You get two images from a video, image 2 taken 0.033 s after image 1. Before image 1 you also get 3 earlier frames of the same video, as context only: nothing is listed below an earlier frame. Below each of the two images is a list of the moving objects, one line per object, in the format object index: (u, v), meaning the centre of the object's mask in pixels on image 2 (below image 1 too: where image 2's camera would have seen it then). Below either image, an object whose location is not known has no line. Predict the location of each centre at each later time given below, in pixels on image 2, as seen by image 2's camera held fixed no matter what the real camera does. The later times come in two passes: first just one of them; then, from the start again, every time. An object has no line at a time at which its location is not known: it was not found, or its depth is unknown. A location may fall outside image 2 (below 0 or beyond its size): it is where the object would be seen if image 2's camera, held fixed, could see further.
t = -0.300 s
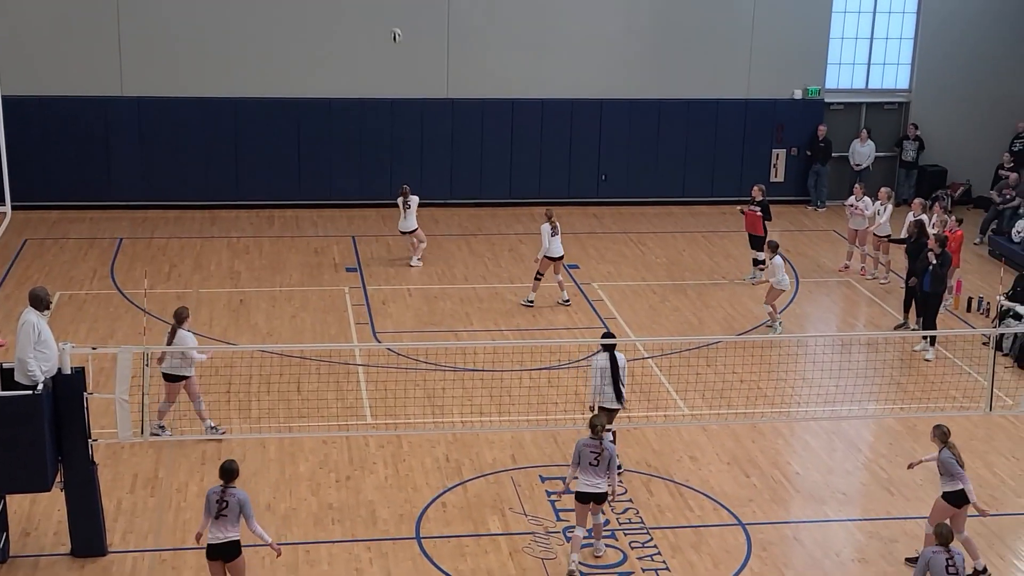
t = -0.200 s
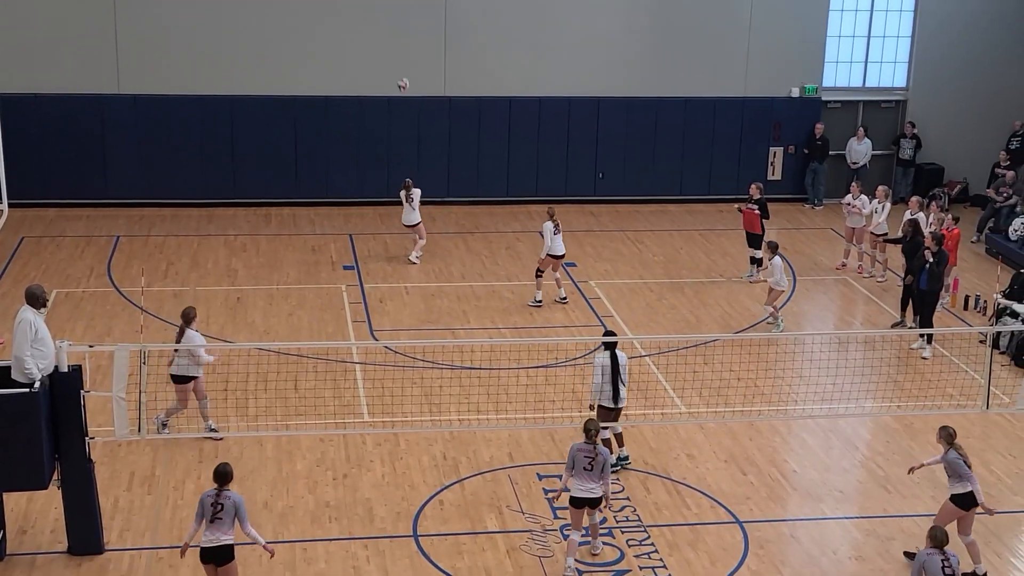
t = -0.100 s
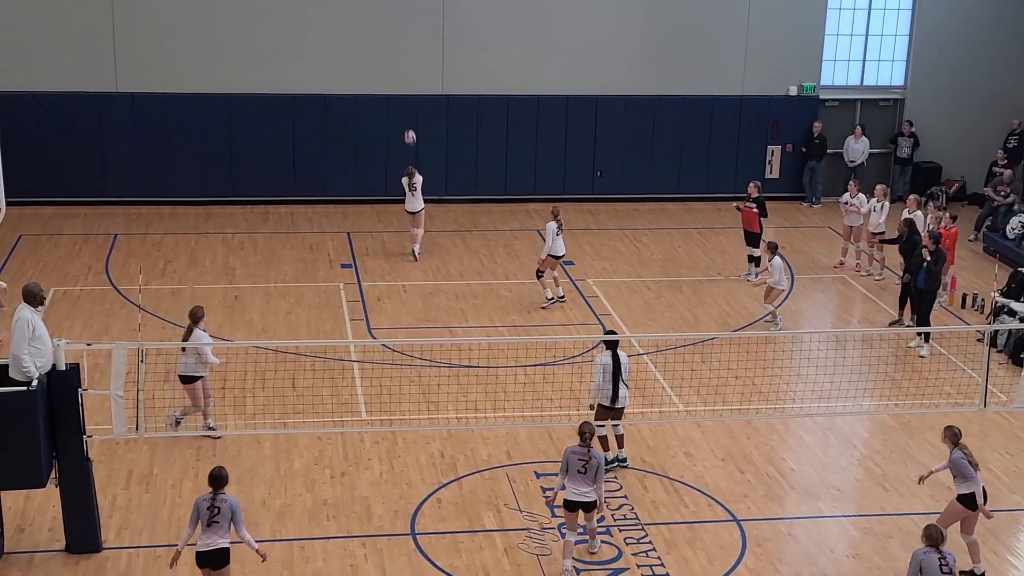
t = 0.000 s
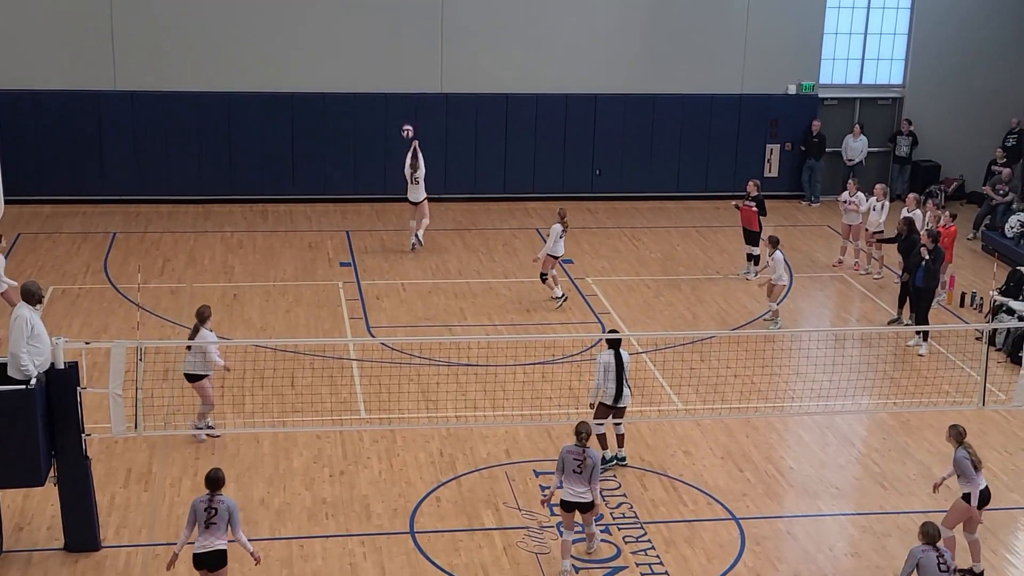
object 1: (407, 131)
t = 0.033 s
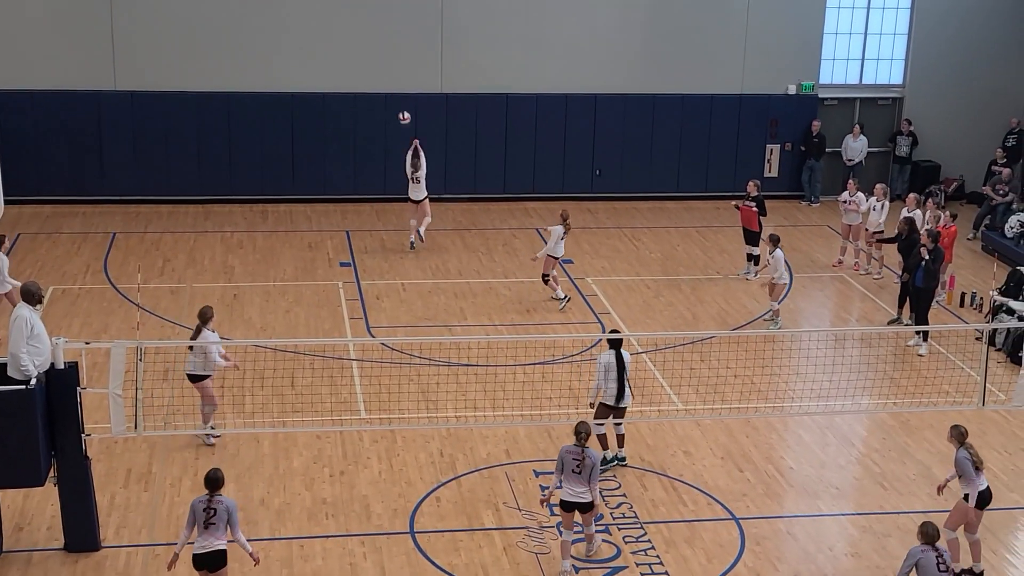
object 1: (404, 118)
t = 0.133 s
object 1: (396, 83)
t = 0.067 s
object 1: (401, 106)
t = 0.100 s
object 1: (399, 94)
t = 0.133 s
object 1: (396, 83)
